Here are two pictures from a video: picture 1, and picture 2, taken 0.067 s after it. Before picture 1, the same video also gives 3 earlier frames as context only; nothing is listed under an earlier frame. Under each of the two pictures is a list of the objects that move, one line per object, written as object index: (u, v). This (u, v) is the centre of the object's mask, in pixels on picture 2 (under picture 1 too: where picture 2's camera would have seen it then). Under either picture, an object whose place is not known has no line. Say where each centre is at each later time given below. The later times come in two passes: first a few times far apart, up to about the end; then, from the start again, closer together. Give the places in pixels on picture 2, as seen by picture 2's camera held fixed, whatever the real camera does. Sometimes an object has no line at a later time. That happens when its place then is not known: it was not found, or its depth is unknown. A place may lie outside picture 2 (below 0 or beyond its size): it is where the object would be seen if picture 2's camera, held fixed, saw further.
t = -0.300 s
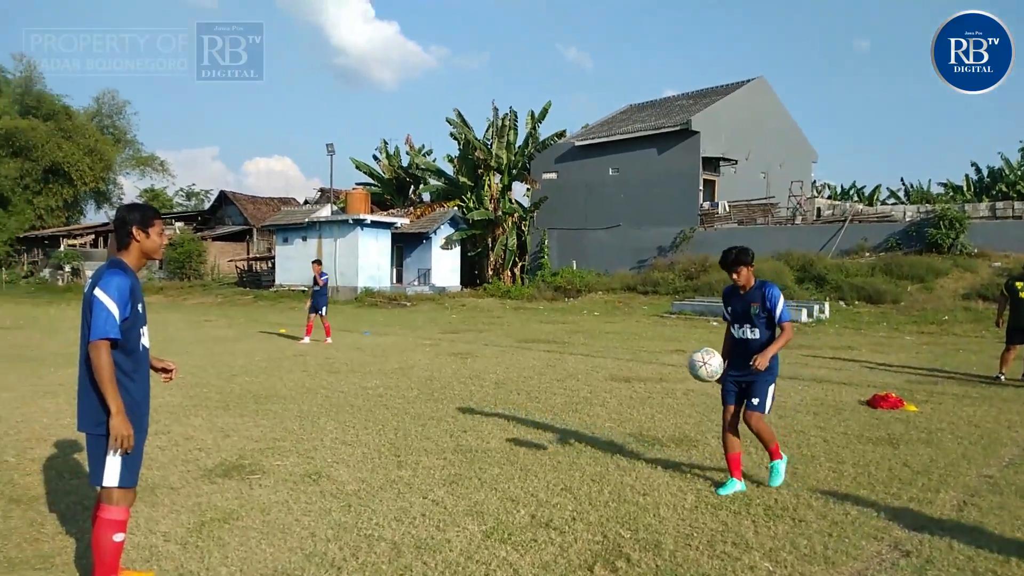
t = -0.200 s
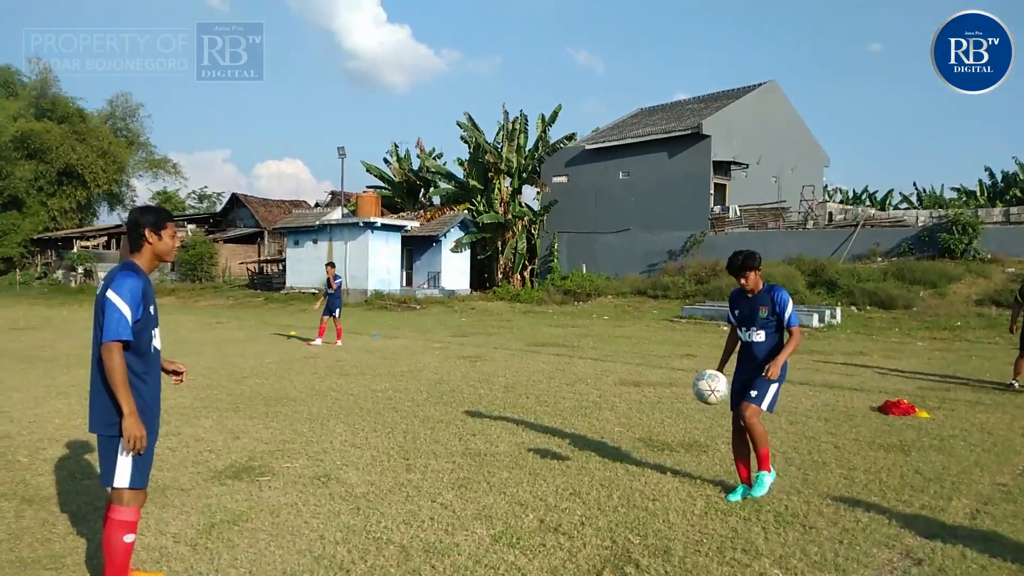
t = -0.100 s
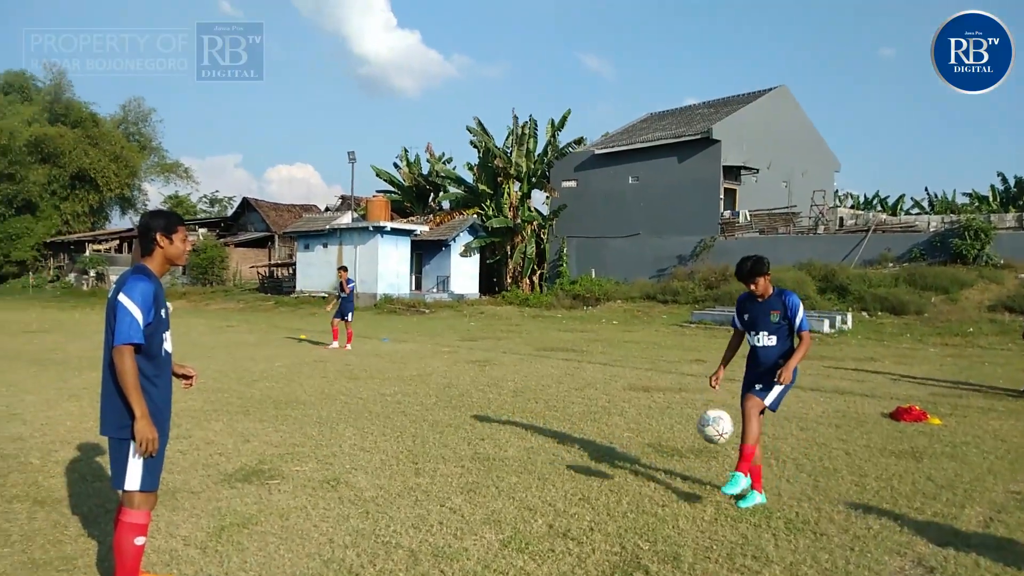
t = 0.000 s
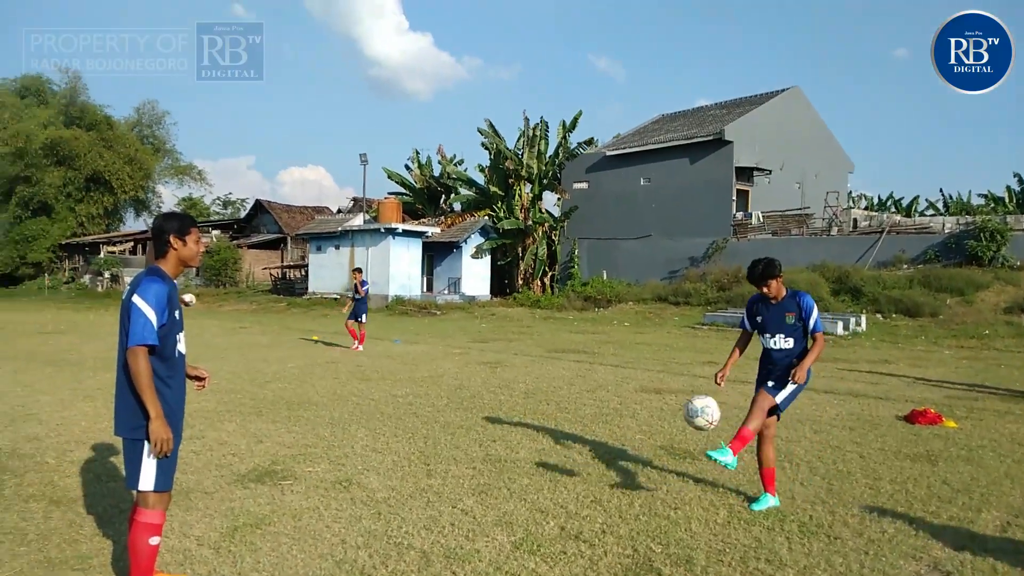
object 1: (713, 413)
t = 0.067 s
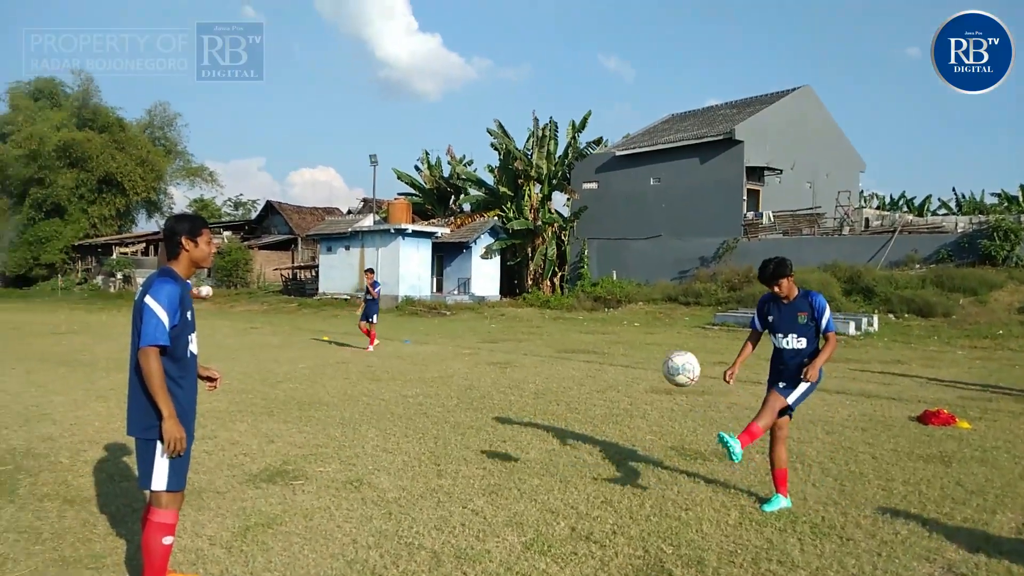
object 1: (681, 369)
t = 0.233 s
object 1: (600, 281)
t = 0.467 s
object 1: (474, 230)
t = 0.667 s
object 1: (349, 266)
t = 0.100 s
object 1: (665, 349)
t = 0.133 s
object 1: (649, 330)
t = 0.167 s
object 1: (632, 312)
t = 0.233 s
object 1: (600, 281)
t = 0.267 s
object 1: (583, 269)
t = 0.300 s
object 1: (565, 258)
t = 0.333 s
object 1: (547, 248)
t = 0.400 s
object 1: (511, 235)
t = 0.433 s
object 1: (492, 231)
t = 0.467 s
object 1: (474, 230)
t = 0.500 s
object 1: (454, 230)
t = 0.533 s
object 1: (434, 233)
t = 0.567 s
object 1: (414, 237)
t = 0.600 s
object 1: (392, 244)
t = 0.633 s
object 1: (371, 254)
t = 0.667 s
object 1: (349, 266)
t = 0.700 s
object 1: (327, 281)
